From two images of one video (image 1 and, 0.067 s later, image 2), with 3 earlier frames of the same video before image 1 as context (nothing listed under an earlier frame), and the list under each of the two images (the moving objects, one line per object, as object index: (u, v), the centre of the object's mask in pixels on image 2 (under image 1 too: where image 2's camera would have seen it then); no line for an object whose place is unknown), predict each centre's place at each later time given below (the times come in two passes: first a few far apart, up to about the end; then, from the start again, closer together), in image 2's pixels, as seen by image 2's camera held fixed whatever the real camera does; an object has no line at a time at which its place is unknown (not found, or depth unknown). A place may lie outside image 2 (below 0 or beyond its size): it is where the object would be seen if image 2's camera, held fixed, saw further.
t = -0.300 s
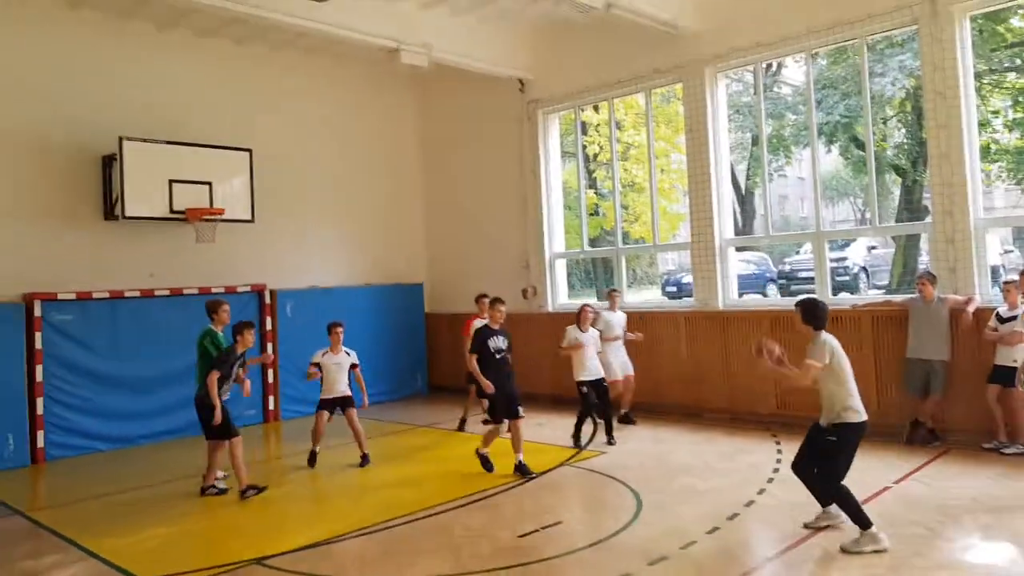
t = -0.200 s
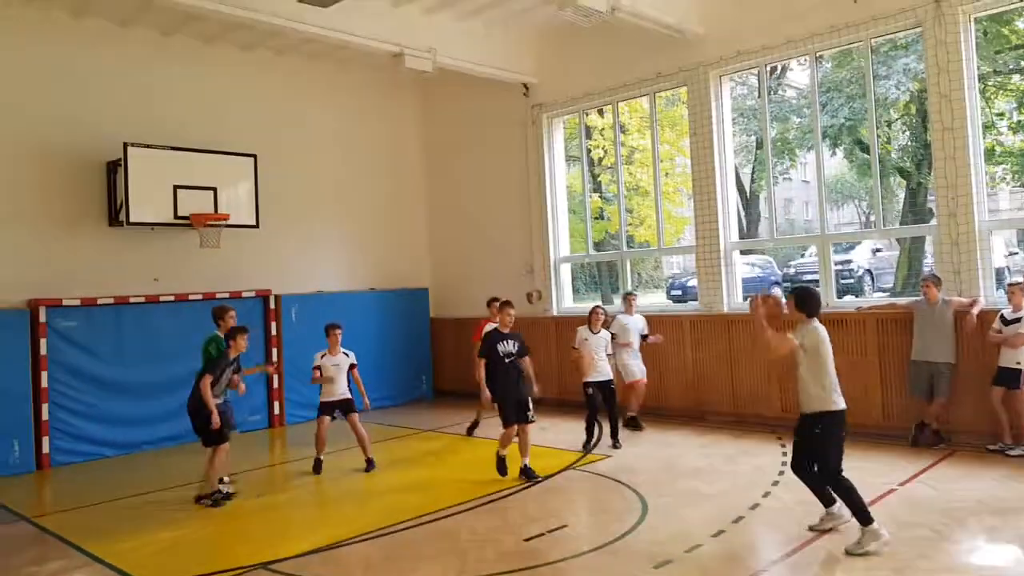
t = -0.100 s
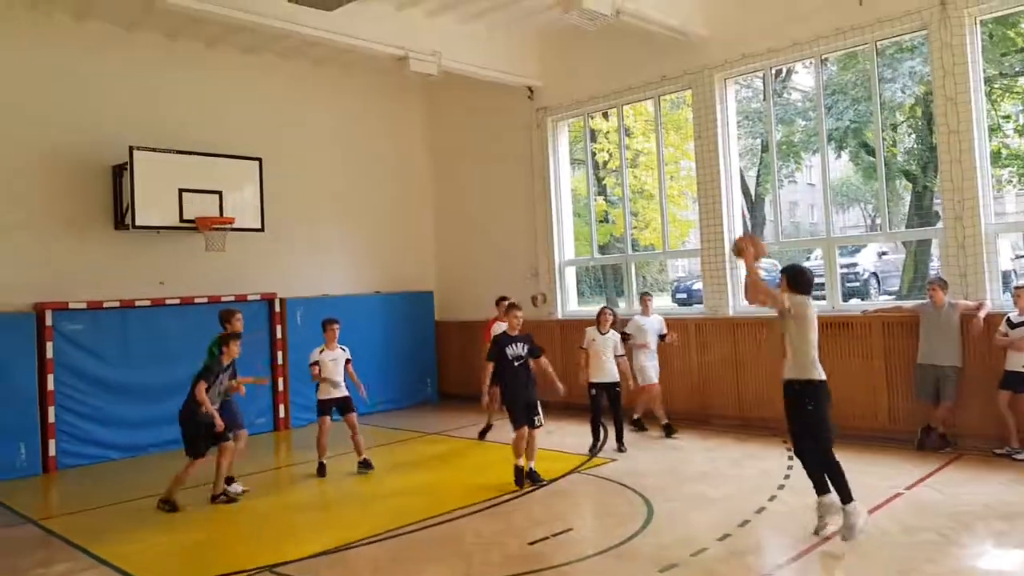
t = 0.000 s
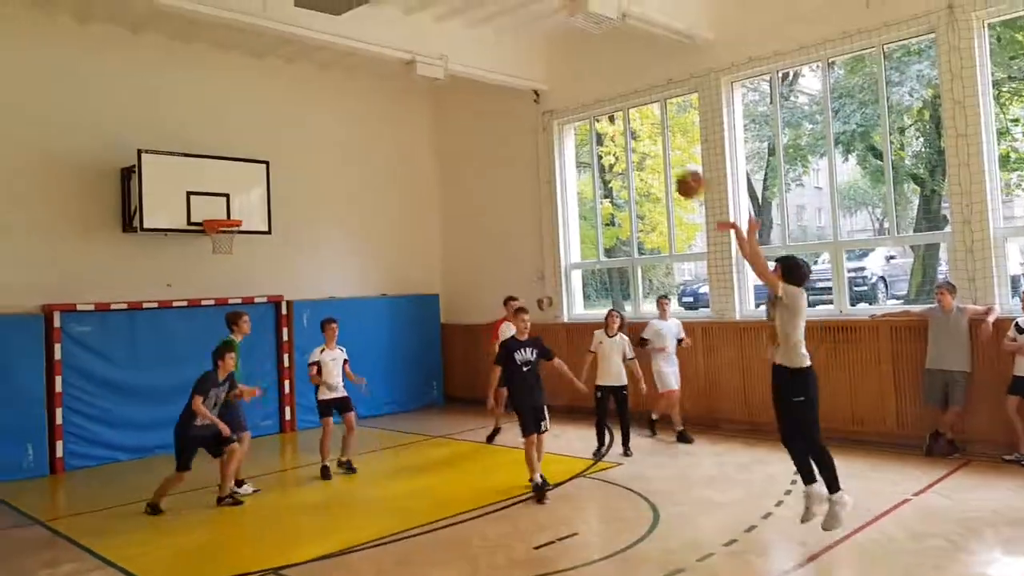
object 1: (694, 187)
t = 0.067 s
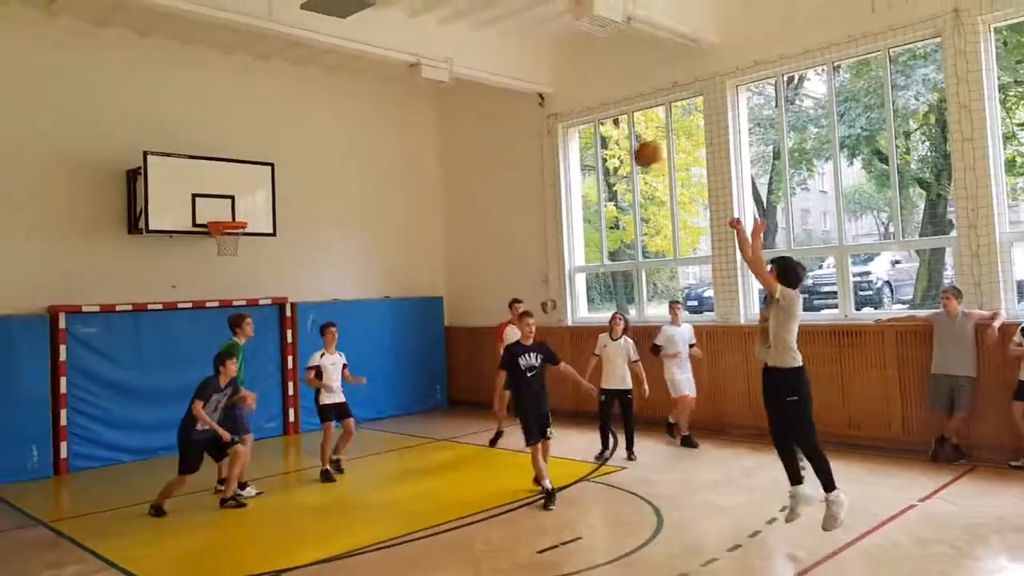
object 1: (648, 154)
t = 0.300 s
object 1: (511, 88)
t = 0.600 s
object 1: (379, 91)
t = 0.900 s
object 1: (281, 166)
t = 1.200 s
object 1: (221, 196)
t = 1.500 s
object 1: (237, 185)
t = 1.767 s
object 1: (257, 233)
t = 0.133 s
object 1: (603, 127)
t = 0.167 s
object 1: (582, 116)
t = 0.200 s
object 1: (564, 108)
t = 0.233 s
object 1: (545, 100)
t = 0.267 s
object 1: (527, 94)
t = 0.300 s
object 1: (511, 88)
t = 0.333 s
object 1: (494, 84)
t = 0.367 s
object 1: (478, 82)
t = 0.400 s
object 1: (463, 80)
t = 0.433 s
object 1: (448, 80)
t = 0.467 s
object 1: (432, 80)
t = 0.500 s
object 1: (419, 82)
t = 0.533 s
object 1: (408, 86)
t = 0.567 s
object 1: (396, 90)
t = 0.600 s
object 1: (379, 91)
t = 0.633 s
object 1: (371, 100)
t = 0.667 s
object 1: (359, 106)
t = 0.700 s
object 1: (346, 112)
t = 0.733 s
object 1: (335, 119)
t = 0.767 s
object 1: (324, 128)
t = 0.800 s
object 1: (312, 137)
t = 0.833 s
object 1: (301, 147)
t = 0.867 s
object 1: (291, 157)
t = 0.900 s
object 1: (281, 166)
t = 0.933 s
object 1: (270, 178)
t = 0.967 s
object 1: (260, 189)
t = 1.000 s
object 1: (250, 201)
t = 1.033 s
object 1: (241, 213)
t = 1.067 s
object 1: (236, 213)
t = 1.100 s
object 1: (232, 208)
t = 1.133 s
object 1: (228, 204)
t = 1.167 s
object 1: (225, 199)
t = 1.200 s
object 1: (221, 196)
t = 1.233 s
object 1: (219, 193)
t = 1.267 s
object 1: (221, 190)
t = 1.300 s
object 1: (223, 187)
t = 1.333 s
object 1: (225, 184)
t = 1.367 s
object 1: (228, 182)
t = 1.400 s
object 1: (230, 182)
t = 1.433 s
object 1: (233, 182)
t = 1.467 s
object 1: (235, 183)
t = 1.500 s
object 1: (237, 185)
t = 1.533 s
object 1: (239, 187)
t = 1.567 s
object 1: (241, 192)
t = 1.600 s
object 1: (244, 196)
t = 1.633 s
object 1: (246, 201)
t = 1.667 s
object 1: (248, 208)
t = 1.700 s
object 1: (251, 215)
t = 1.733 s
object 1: (255, 223)
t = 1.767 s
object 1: (257, 233)
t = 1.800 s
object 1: (260, 244)
